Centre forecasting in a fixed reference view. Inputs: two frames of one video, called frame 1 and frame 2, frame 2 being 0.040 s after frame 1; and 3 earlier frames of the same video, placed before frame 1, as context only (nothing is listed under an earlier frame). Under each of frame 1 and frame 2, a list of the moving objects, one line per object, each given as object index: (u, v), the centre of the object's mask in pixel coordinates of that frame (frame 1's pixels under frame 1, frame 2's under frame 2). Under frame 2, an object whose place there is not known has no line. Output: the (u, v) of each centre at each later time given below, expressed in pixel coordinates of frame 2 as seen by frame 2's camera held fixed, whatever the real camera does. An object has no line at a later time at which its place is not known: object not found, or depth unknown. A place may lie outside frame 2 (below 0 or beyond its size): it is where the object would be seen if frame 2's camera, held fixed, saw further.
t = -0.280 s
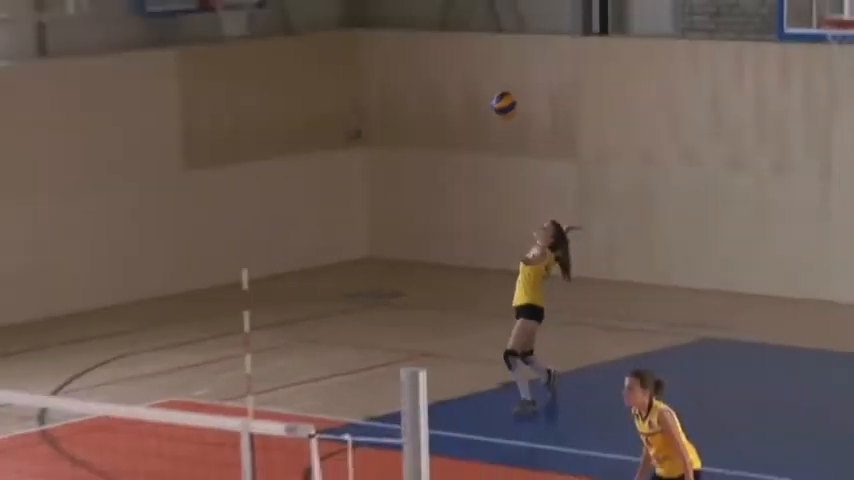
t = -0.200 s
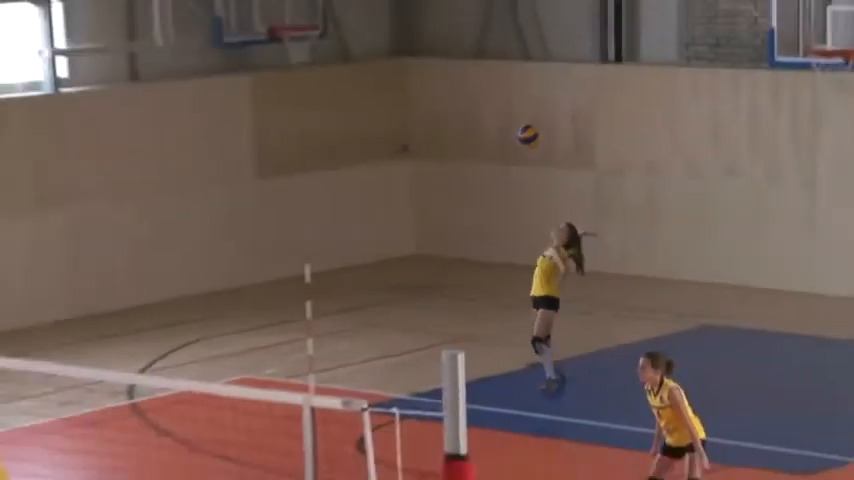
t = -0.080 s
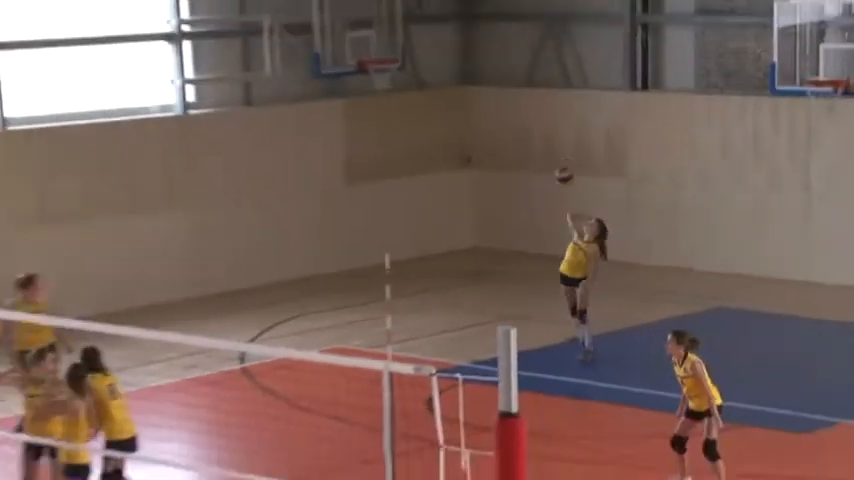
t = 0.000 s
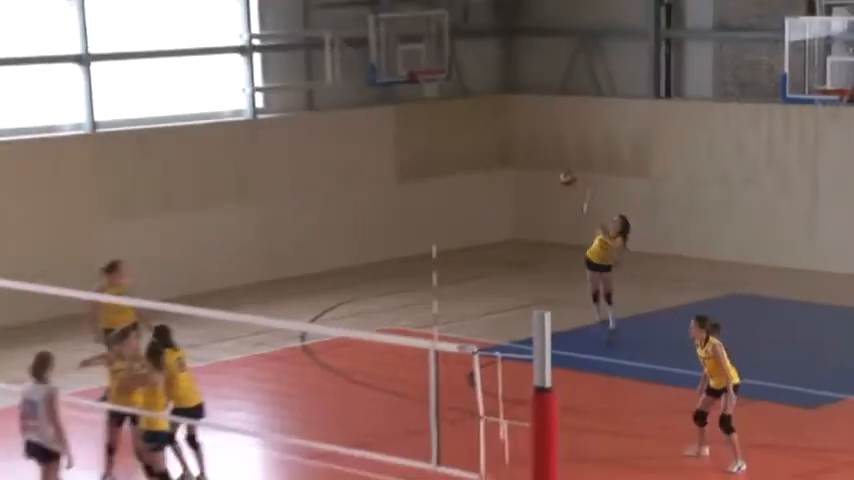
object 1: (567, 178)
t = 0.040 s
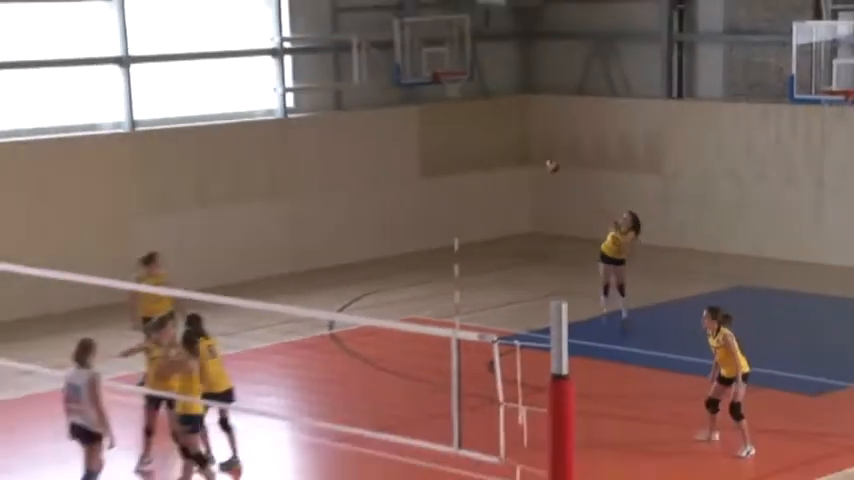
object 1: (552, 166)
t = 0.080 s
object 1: (522, 157)
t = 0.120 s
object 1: (493, 152)
